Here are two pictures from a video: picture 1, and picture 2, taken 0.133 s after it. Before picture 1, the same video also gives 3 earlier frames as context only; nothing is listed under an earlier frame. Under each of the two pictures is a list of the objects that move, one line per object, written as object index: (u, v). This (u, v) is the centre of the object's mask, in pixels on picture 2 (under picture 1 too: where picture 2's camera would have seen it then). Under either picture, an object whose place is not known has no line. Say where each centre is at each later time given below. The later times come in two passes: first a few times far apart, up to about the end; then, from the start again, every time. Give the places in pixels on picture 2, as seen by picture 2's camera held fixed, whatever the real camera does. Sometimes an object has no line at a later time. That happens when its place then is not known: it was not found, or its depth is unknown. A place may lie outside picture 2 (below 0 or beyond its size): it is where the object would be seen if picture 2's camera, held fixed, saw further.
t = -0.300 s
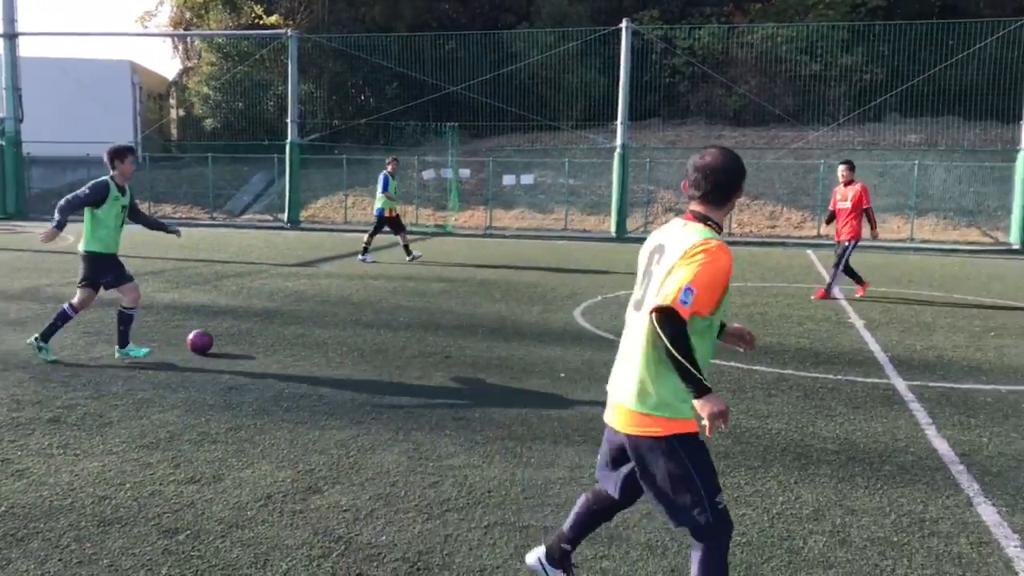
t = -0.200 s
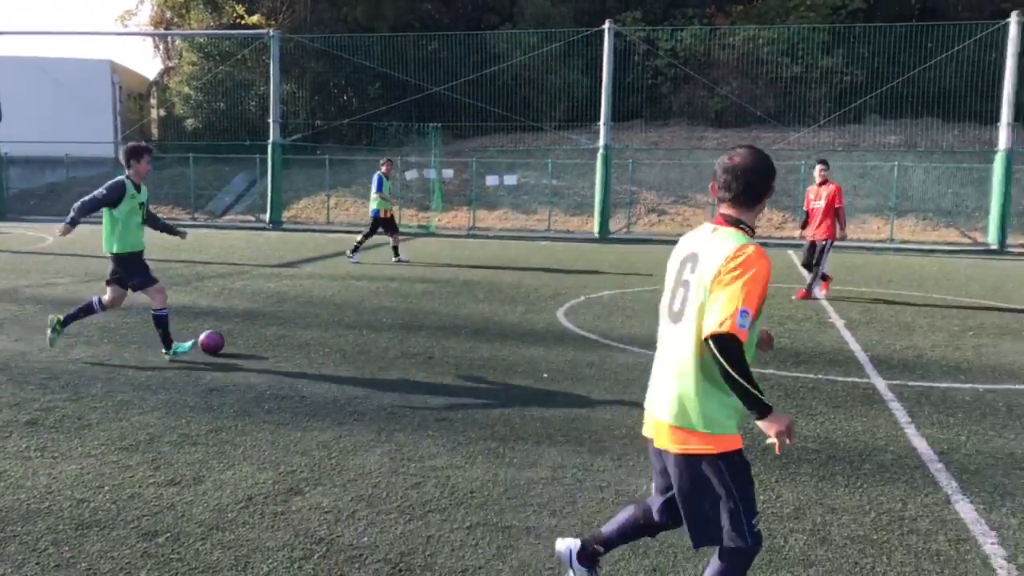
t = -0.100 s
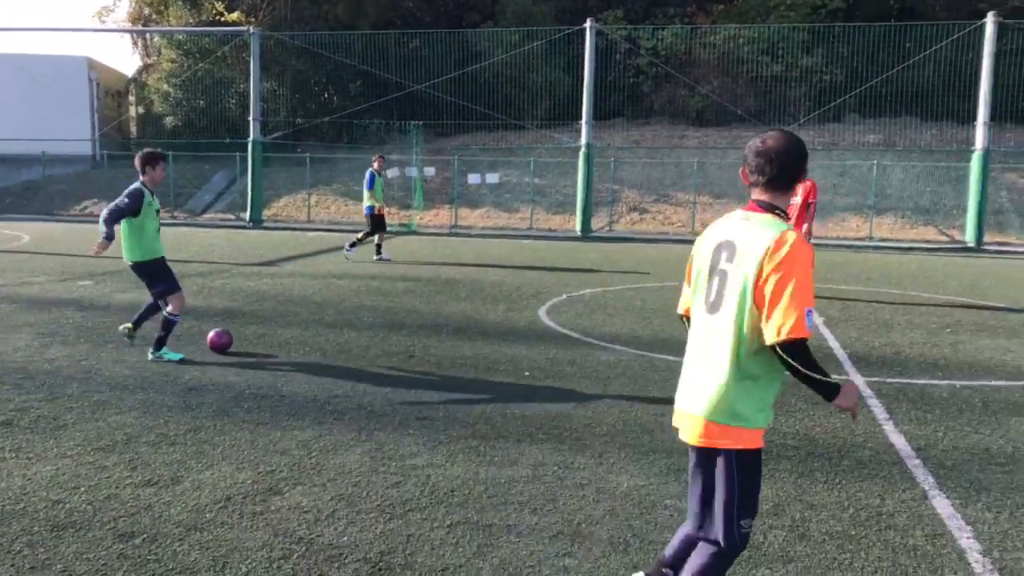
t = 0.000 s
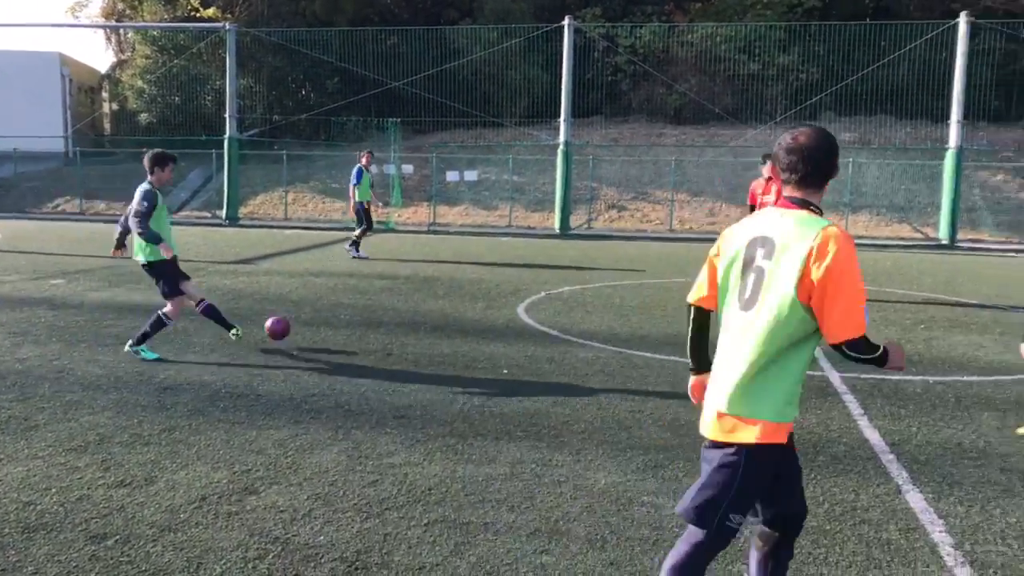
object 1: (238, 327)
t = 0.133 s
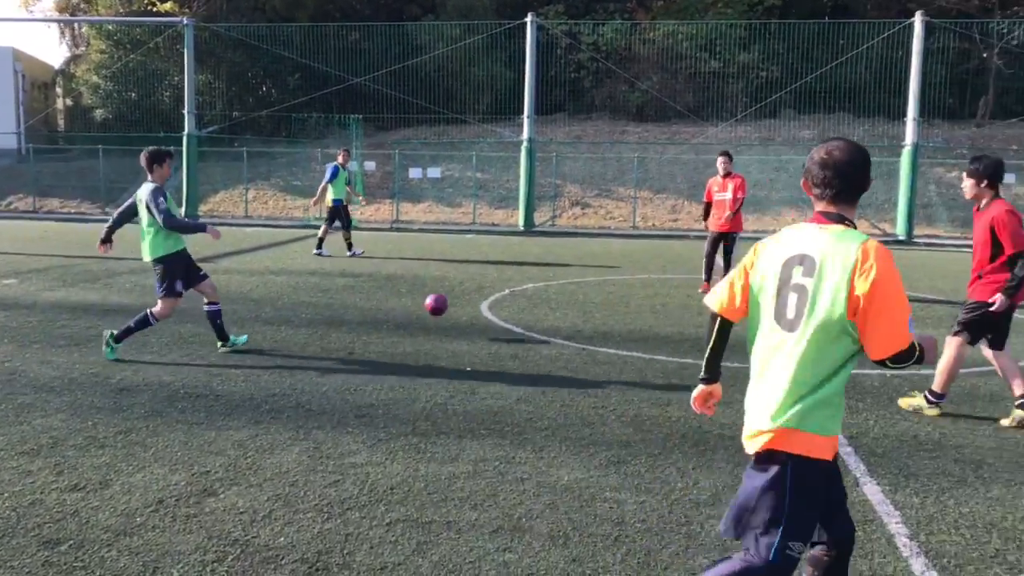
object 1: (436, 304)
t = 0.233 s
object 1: (565, 301)
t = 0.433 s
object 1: (772, 304)
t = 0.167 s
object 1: (480, 302)
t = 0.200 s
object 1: (523, 300)
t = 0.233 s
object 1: (565, 301)
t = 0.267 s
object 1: (604, 303)
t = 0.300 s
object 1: (642, 305)
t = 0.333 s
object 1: (679, 308)
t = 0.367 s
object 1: (714, 312)
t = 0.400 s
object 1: (743, 307)
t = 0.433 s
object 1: (772, 304)
